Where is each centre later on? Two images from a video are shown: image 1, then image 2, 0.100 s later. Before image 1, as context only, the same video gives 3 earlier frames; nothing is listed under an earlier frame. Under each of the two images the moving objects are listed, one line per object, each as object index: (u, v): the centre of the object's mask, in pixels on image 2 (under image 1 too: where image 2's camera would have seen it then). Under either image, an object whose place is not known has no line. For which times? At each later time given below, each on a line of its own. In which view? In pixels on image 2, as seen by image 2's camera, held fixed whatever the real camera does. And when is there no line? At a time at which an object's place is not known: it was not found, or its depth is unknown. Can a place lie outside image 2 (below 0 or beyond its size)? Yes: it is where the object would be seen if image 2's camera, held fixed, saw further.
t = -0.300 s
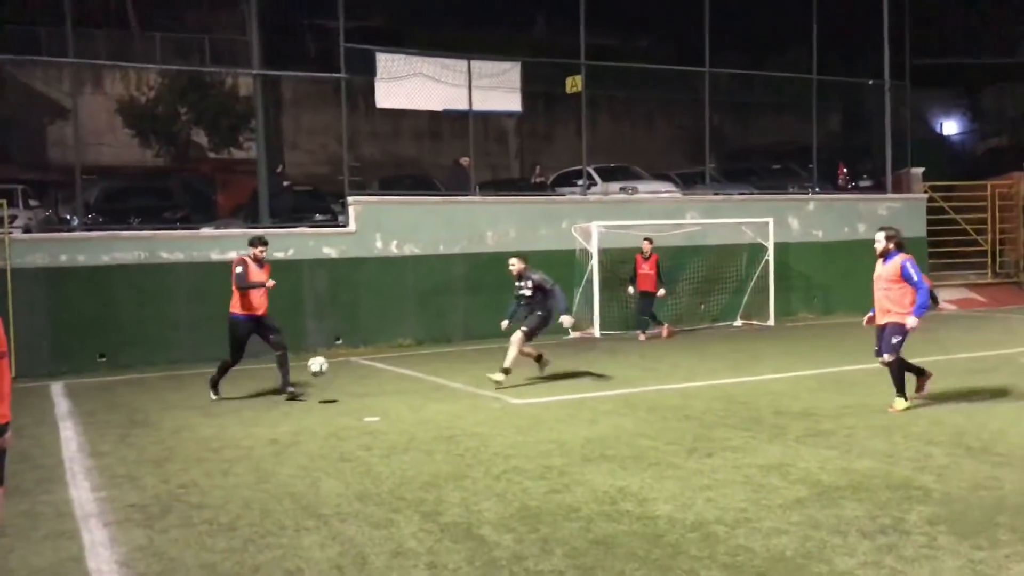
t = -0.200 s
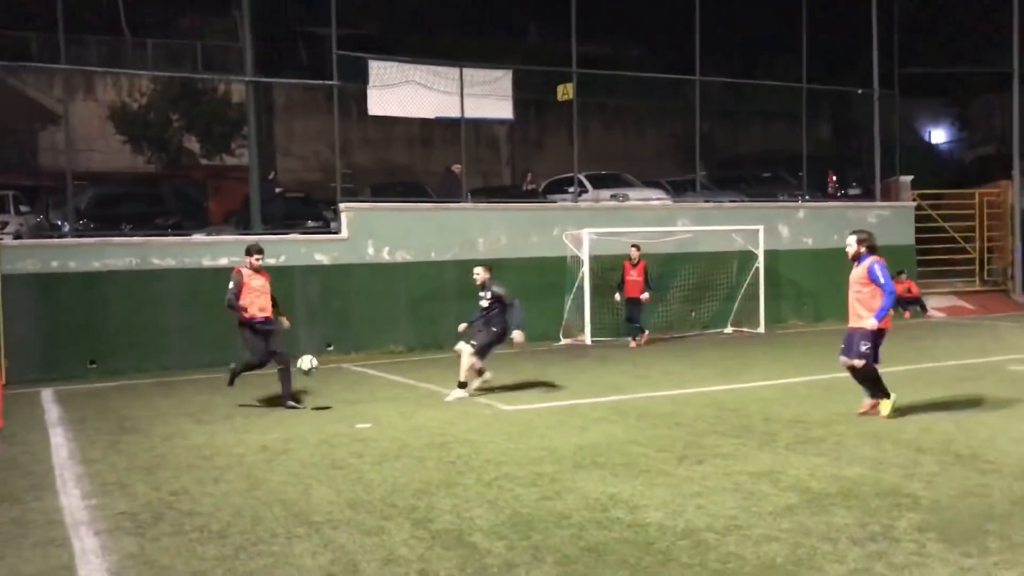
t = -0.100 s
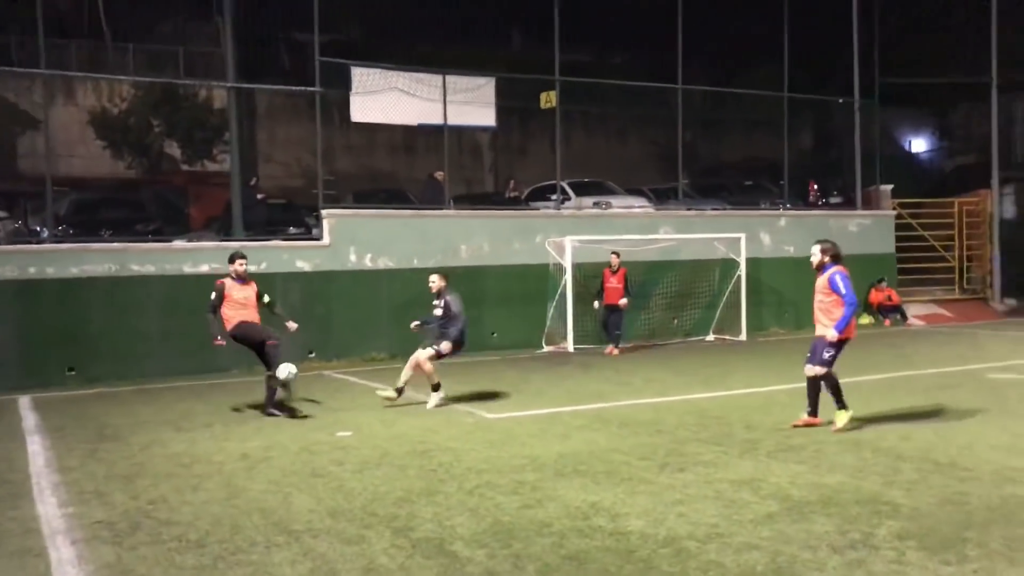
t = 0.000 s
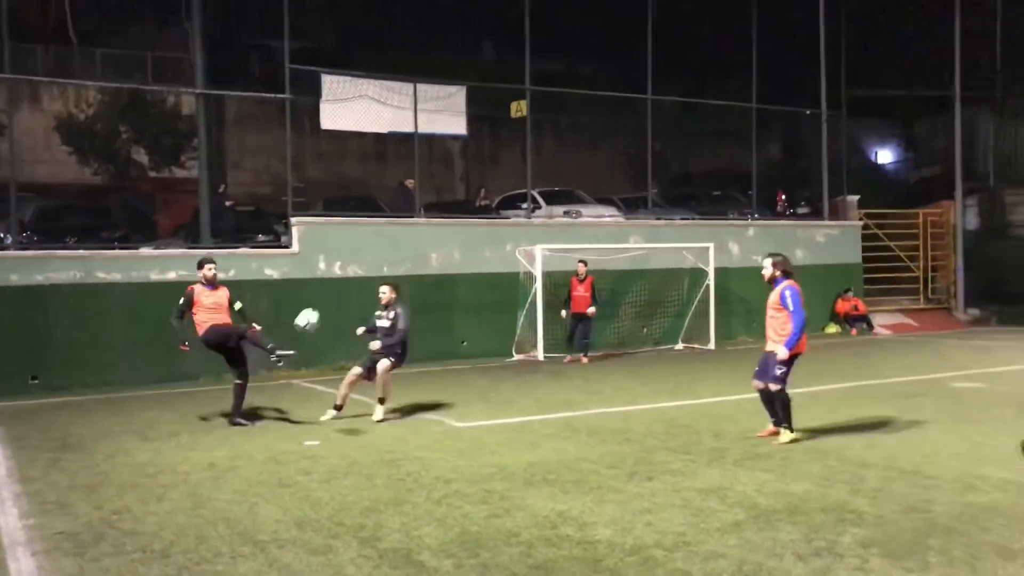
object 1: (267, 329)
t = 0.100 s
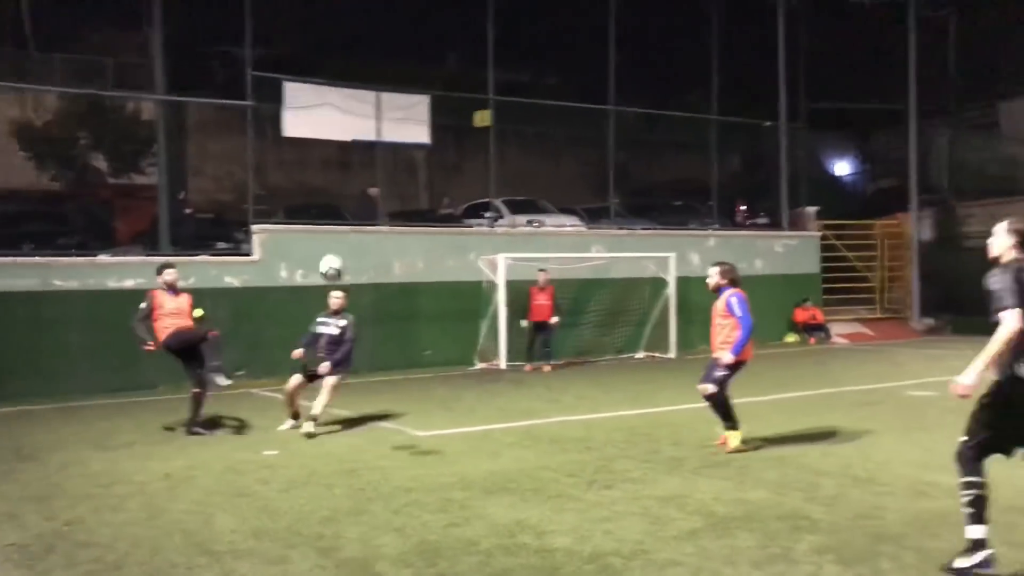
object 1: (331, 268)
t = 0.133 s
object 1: (354, 248)
